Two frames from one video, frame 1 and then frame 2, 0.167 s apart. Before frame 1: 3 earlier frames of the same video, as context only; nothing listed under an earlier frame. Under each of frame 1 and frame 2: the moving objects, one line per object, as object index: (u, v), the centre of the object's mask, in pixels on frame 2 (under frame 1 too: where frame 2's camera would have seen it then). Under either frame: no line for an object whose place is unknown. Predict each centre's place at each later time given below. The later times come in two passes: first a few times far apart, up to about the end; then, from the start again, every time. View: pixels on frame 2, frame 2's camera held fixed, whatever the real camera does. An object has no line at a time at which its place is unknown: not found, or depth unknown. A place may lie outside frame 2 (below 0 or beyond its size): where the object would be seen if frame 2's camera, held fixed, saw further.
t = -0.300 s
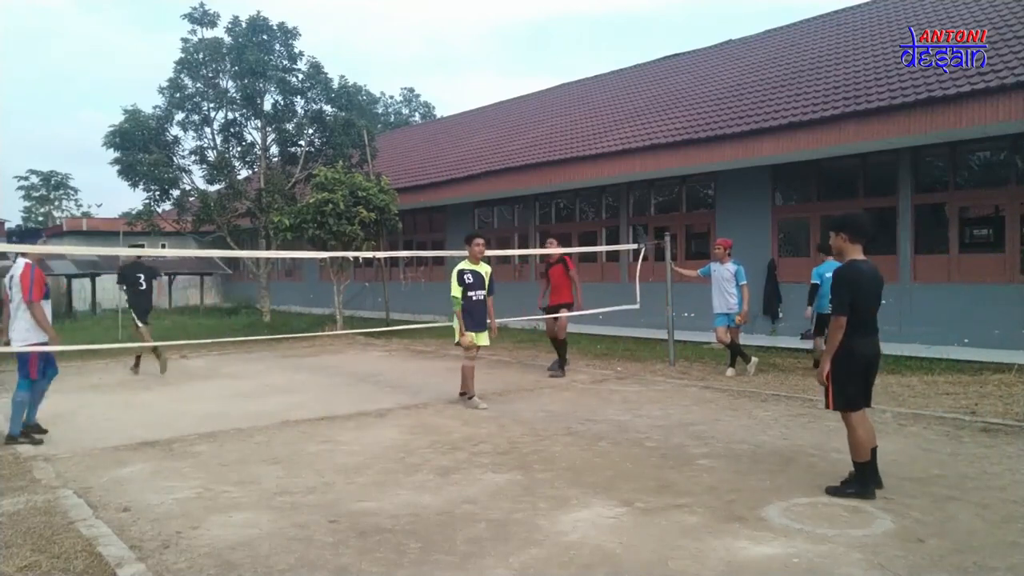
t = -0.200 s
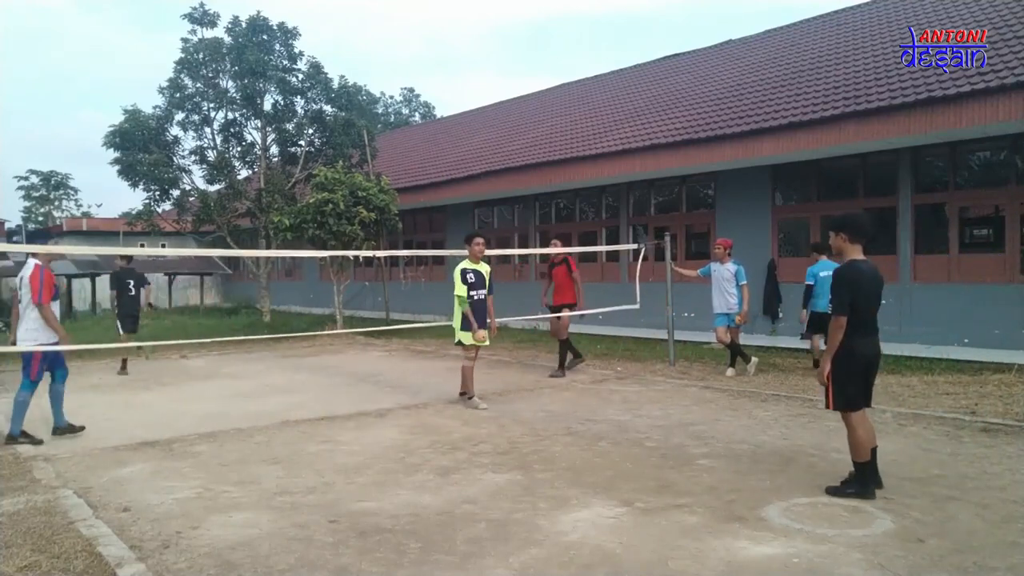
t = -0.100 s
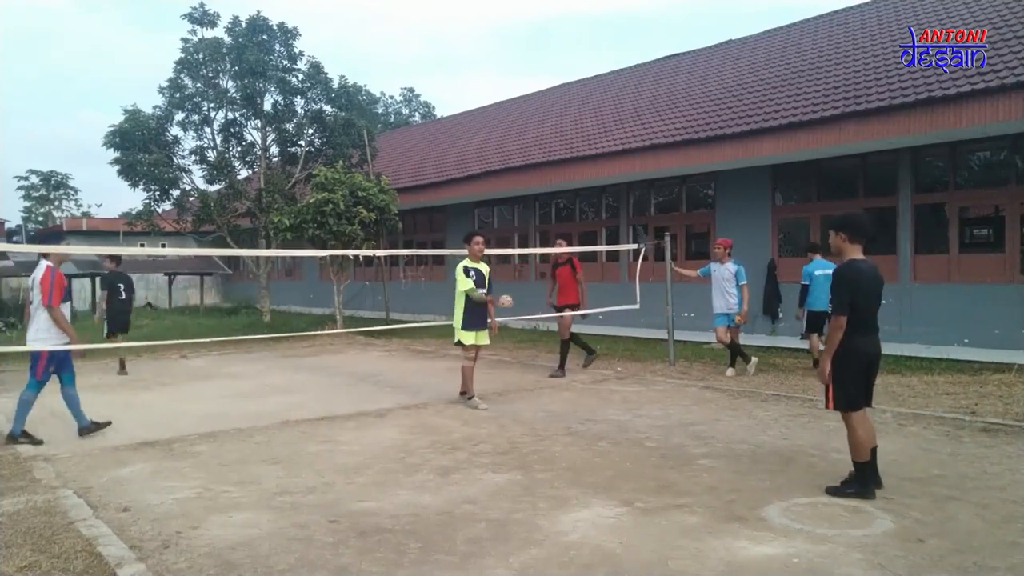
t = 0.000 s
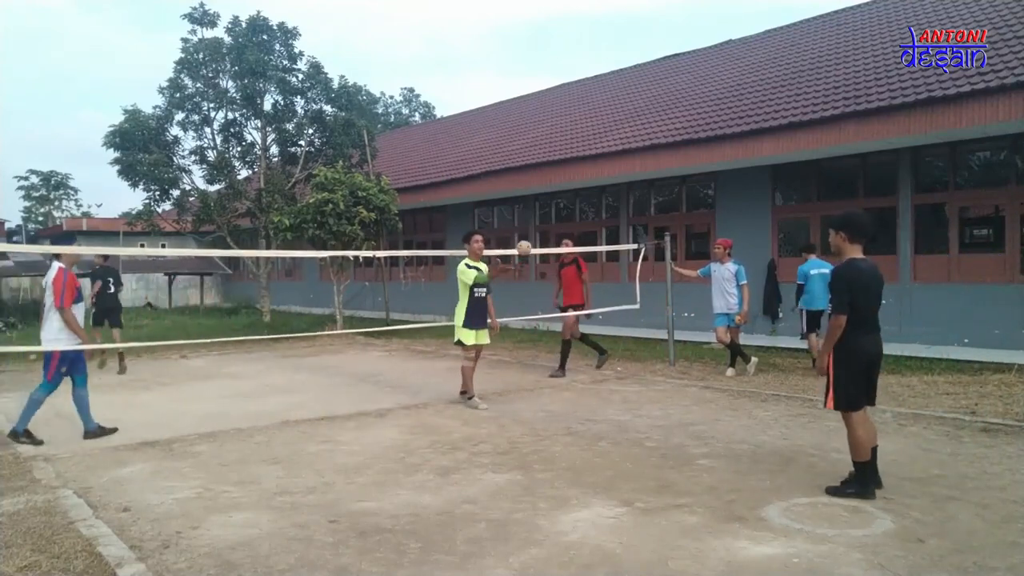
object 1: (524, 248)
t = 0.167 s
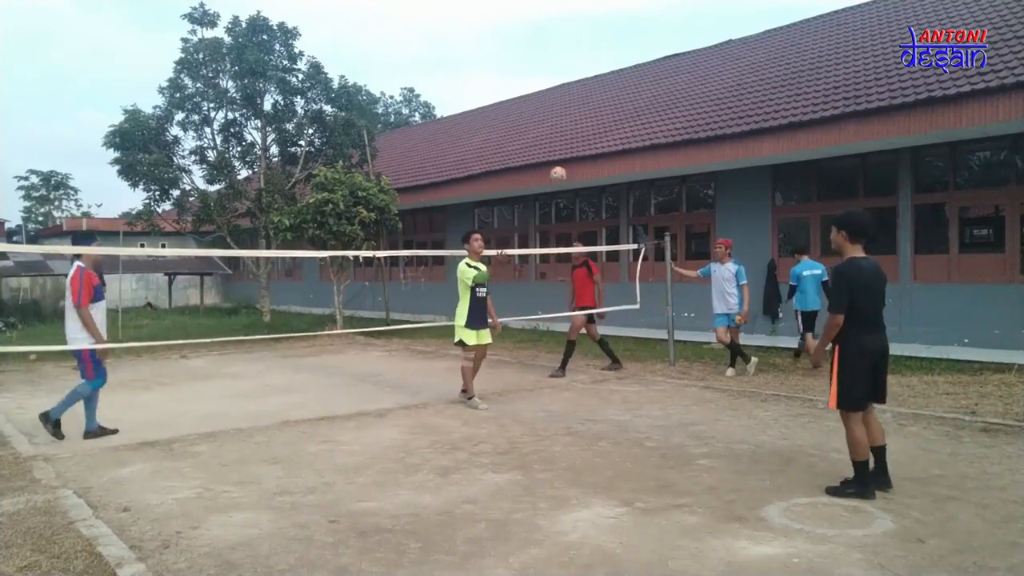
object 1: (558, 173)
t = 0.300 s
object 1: (588, 134)
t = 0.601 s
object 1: (667, 122)
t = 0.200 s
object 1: (565, 162)
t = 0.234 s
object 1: (572, 153)
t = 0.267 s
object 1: (580, 144)
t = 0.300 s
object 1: (588, 134)
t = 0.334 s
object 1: (596, 127)
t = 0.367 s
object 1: (604, 122)
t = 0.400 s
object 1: (613, 118)
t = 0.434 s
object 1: (621, 115)
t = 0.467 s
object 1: (630, 113)
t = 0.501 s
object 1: (639, 112)
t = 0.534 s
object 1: (648, 114)
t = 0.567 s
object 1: (657, 117)
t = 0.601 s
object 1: (667, 122)
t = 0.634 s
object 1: (677, 128)
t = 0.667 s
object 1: (687, 138)
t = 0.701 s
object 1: (697, 146)
